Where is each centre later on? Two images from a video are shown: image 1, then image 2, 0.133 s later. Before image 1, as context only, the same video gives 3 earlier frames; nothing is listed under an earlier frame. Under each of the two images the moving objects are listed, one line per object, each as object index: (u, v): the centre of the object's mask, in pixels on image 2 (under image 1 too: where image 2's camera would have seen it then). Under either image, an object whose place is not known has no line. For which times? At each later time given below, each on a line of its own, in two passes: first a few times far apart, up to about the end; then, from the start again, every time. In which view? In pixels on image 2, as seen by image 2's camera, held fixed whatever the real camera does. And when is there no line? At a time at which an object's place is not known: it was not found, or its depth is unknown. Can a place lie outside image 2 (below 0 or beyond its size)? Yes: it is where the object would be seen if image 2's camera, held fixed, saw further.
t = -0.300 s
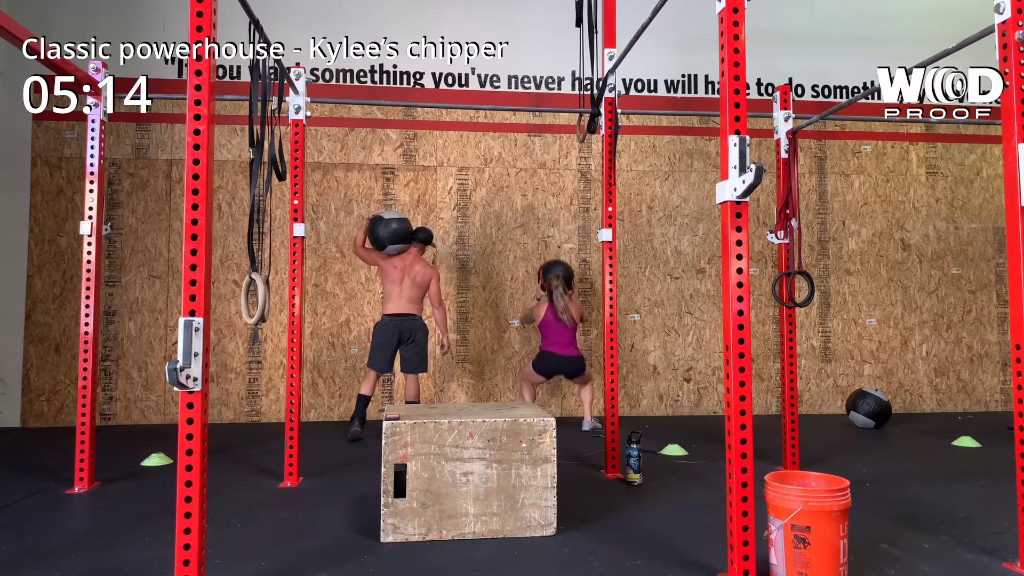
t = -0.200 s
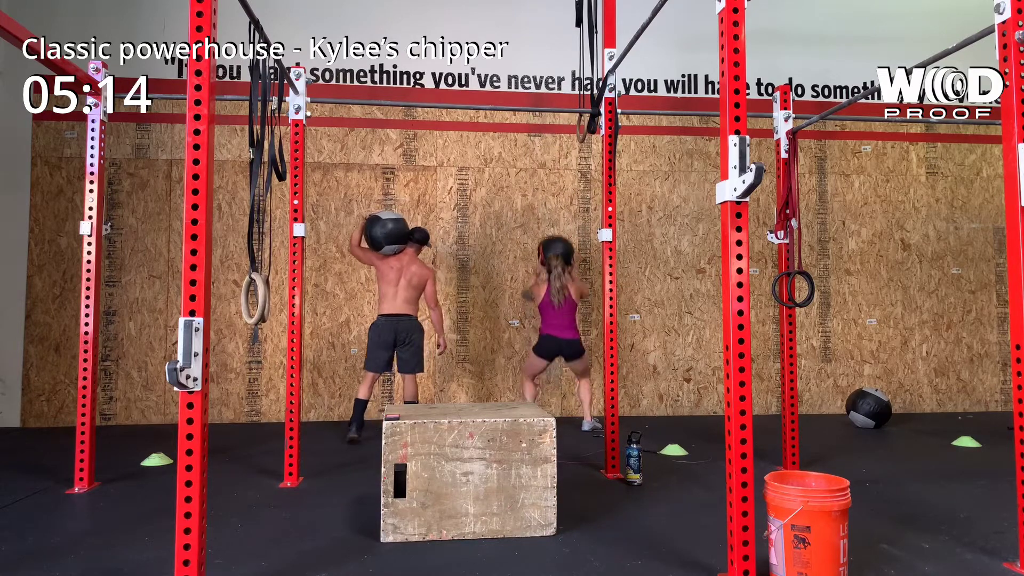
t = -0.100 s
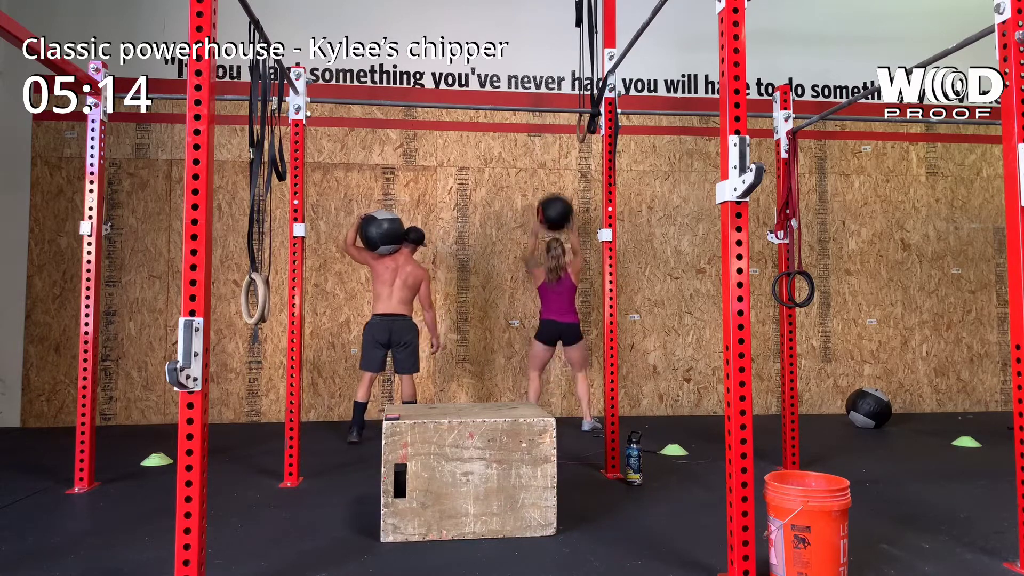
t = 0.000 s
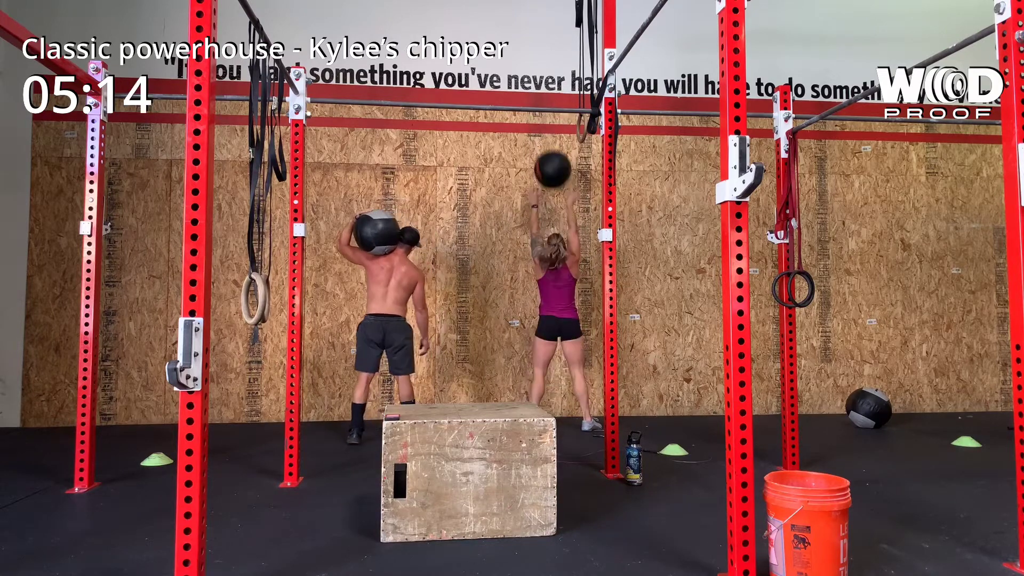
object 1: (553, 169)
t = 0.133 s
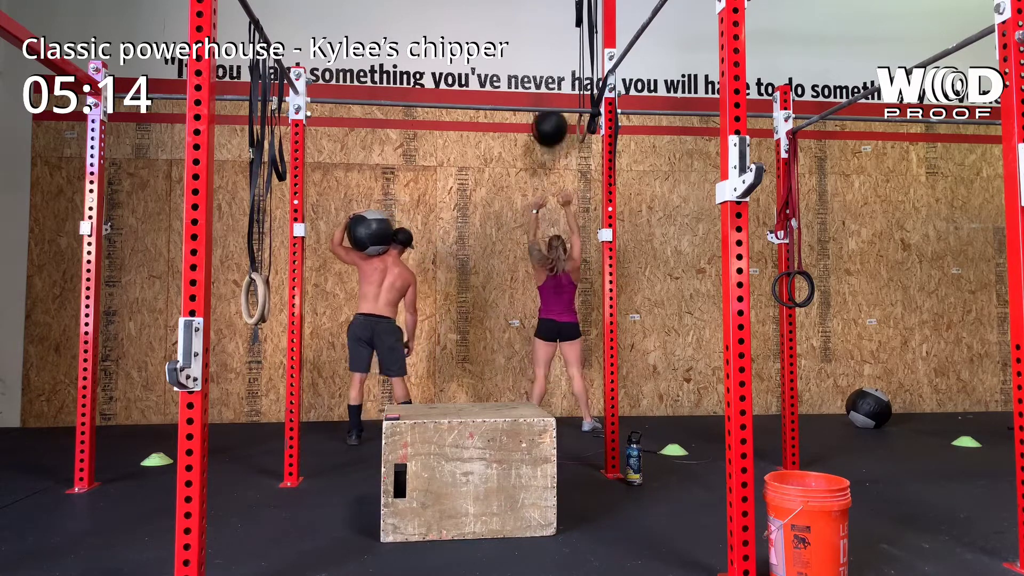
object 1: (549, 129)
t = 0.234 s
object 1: (547, 111)
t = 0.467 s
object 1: (548, 101)
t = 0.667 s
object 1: (550, 138)
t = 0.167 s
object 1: (549, 124)
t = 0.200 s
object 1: (548, 116)
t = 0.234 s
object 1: (547, 111)
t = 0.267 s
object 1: (547, 106)
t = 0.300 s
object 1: (546, 103)
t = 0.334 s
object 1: (547, 101)
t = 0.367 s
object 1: (547, 99)
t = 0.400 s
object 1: (547, 99)
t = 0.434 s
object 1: (548, 99)
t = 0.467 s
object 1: (548, 101)
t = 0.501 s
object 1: (548, 104)
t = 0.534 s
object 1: (548, 107)
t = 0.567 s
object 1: (549, 115)
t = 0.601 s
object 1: (549, 124)
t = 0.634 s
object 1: (550, 129)
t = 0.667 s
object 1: (550, 138)
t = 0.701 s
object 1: (550, 148)
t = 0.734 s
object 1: (551, 159)
